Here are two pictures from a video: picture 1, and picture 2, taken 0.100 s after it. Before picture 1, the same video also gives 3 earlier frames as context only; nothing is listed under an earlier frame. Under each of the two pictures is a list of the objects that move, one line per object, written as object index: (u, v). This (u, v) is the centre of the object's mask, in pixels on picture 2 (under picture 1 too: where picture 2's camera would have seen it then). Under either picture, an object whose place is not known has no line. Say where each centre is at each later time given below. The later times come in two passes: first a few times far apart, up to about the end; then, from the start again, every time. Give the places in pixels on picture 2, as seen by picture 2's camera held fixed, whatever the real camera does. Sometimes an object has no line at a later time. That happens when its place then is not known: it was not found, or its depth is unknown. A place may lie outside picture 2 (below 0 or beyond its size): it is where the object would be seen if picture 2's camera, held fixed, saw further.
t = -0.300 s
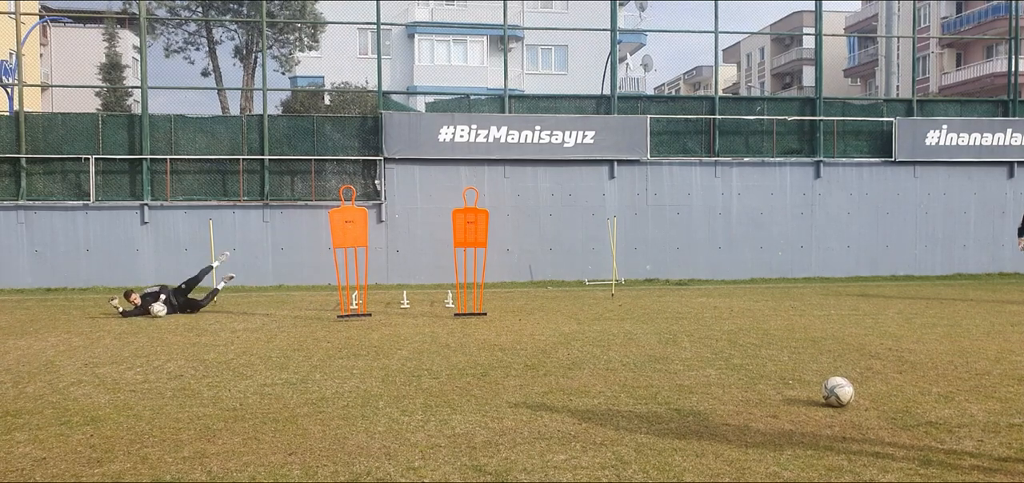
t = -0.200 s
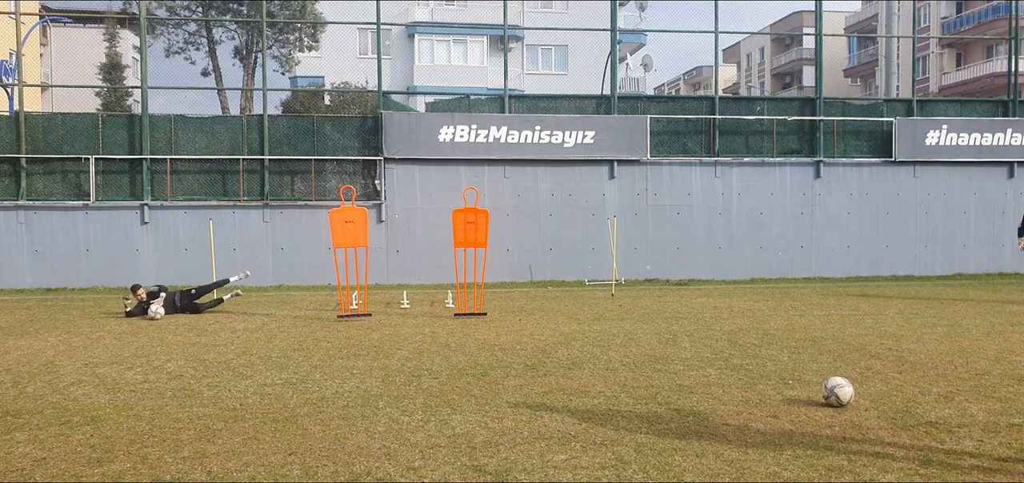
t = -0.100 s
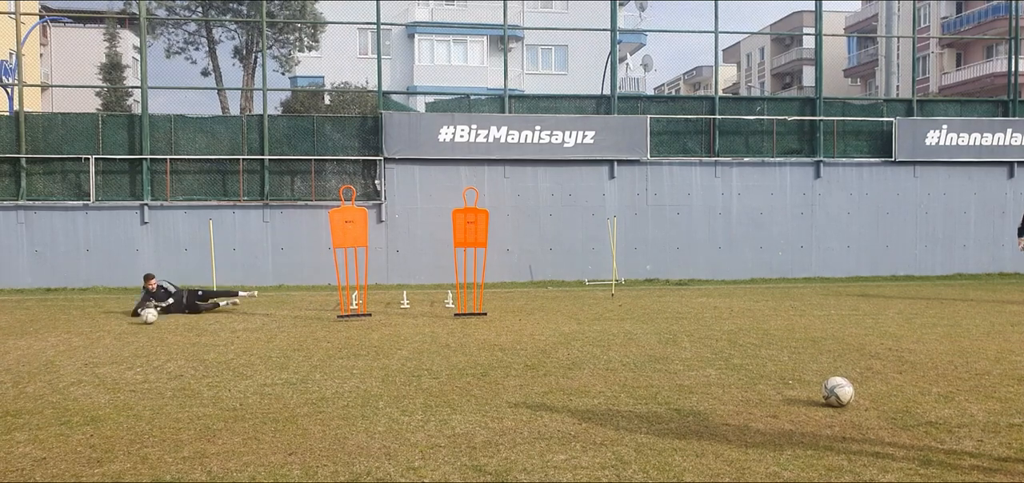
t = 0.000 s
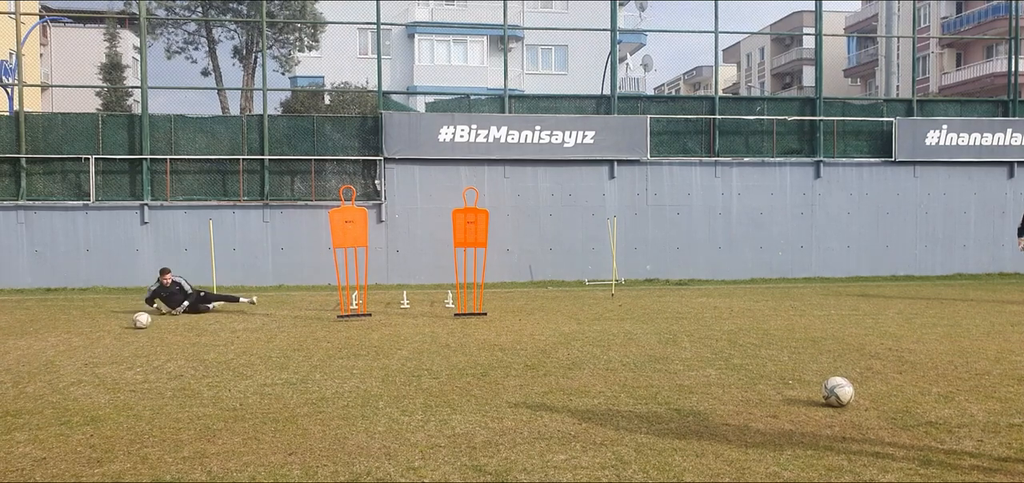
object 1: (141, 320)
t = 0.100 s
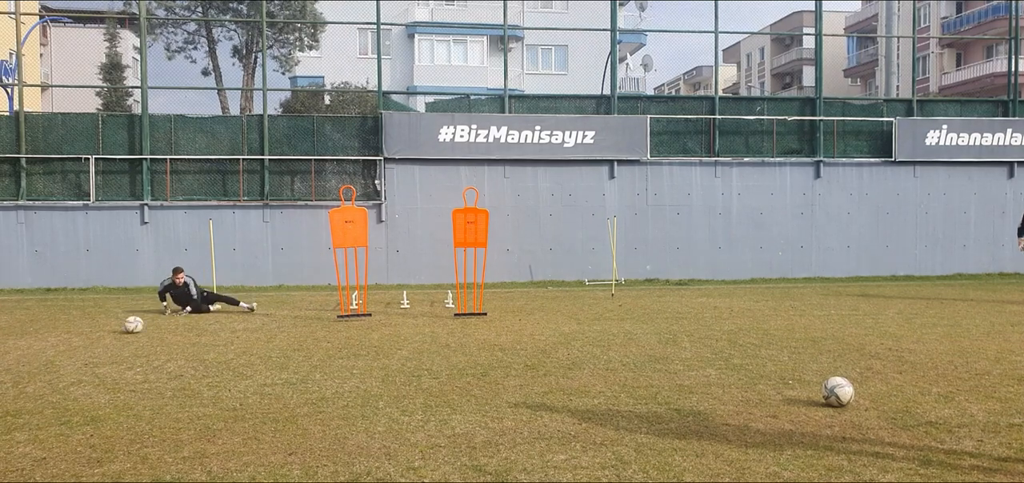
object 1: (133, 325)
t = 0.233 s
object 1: (122, 329)
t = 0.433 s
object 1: (103, 337)
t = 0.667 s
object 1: (79, 348)
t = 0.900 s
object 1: (49, 361)
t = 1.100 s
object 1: (20, 372)
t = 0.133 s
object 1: (130, 326)
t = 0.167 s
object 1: (128, 327)
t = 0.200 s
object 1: (125, 328)
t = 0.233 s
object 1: (122, 329)
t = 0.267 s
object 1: (119, 330)
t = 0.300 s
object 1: (116, 332)
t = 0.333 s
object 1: (113, 333)
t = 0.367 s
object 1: (110, 335)
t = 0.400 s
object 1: (107, 336)
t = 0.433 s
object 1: (103, 337)
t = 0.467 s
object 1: (100, 339)
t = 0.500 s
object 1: (96, 341)
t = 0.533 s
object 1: (93, 342)
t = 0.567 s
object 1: (89, 344)
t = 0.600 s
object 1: (86, 345)
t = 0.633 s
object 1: (82, 347)
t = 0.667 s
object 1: (79, 348)
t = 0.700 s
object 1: (75, 351)
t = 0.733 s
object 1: (70, 352)
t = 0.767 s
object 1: (66, 353)
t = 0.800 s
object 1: (62, 355)
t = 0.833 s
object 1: (57, 358)
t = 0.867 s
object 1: (53, 360)
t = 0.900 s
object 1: (49, 361)
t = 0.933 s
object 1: (44, 363)
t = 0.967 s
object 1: (39, 365)
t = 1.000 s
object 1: (34, 367)
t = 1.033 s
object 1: (30, 369)
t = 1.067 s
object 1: (24, 370)
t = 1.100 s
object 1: (20, 372)
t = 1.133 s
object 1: (14, 375)
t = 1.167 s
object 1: (11, 377)
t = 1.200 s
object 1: (9, 378)
